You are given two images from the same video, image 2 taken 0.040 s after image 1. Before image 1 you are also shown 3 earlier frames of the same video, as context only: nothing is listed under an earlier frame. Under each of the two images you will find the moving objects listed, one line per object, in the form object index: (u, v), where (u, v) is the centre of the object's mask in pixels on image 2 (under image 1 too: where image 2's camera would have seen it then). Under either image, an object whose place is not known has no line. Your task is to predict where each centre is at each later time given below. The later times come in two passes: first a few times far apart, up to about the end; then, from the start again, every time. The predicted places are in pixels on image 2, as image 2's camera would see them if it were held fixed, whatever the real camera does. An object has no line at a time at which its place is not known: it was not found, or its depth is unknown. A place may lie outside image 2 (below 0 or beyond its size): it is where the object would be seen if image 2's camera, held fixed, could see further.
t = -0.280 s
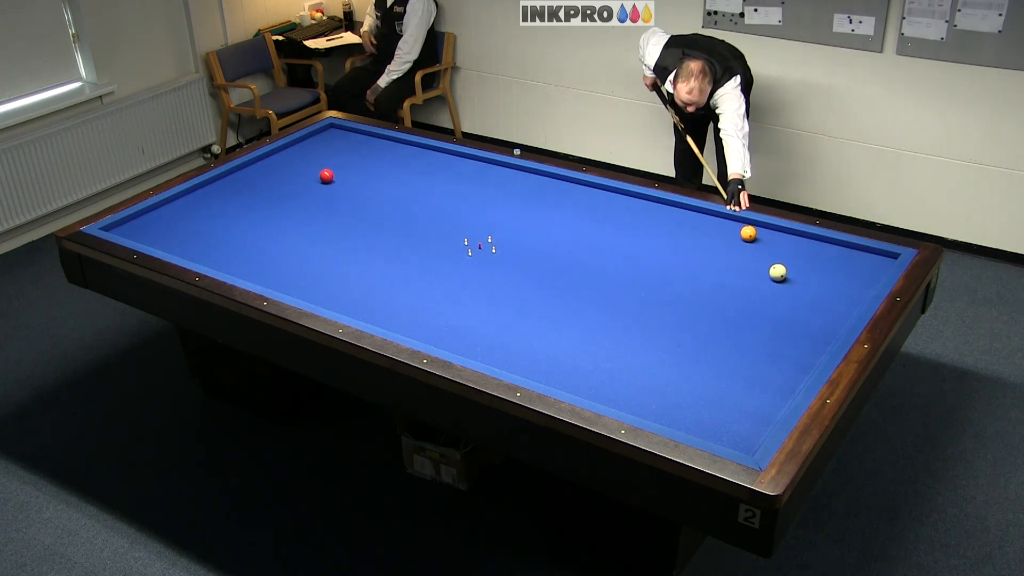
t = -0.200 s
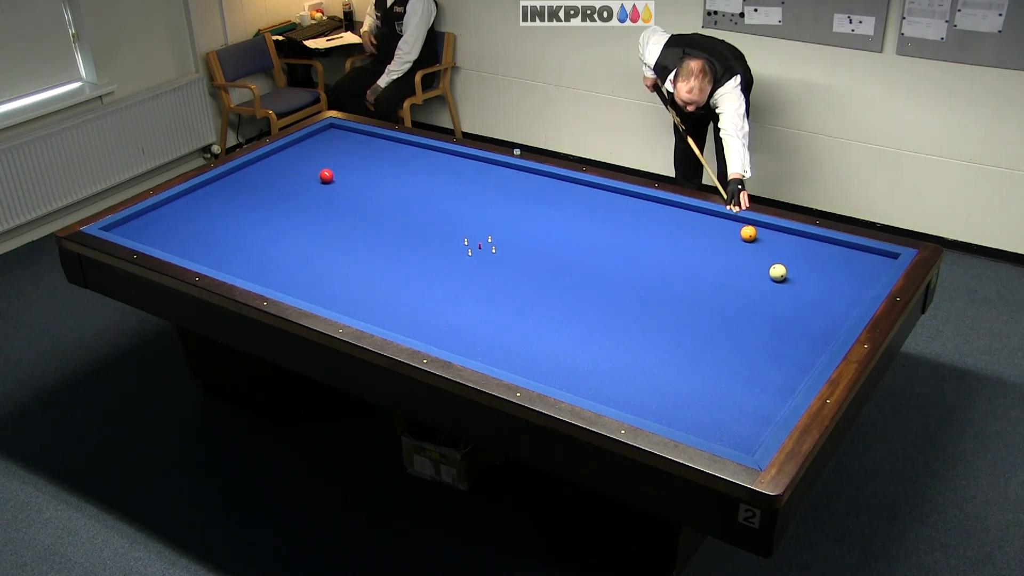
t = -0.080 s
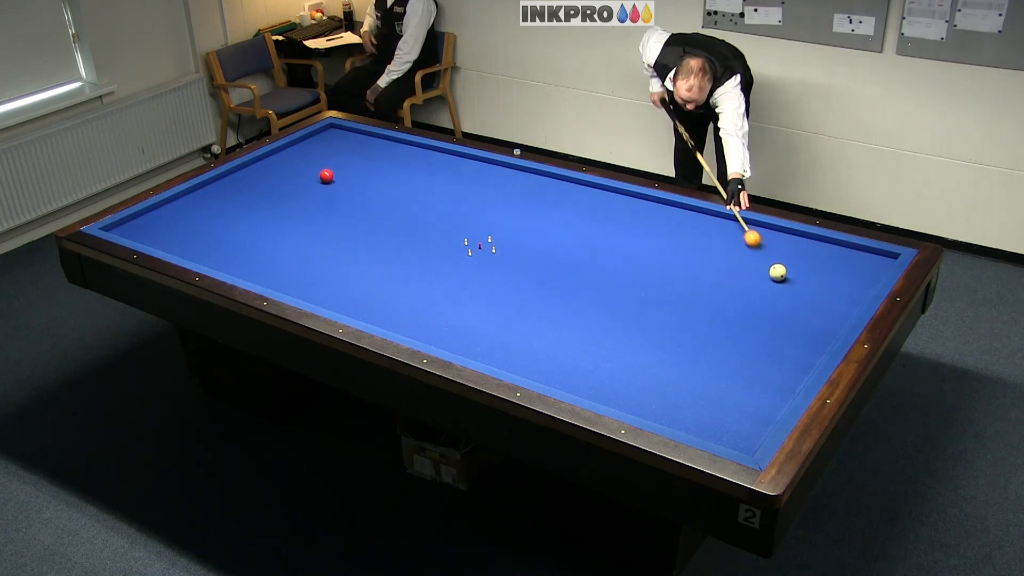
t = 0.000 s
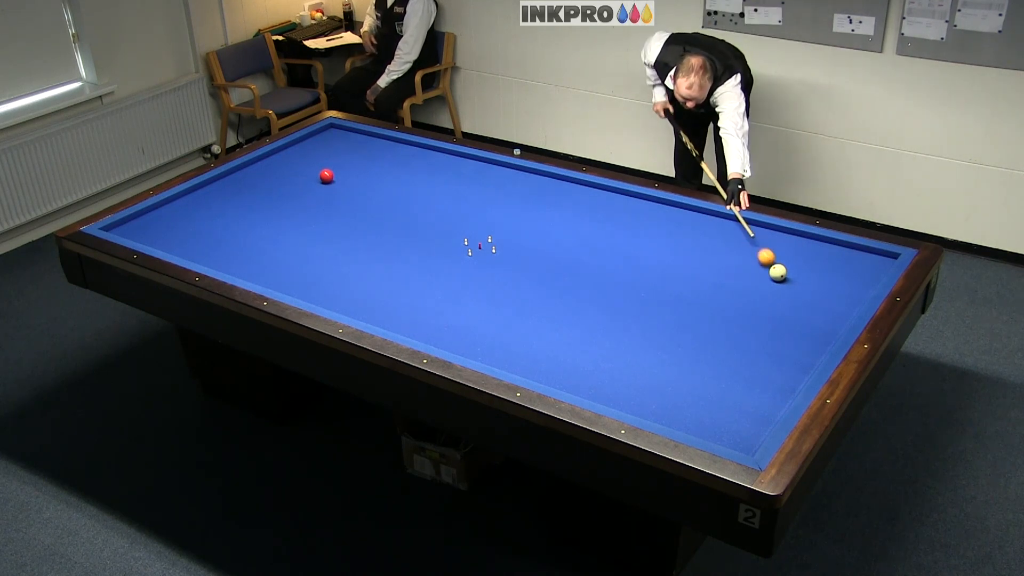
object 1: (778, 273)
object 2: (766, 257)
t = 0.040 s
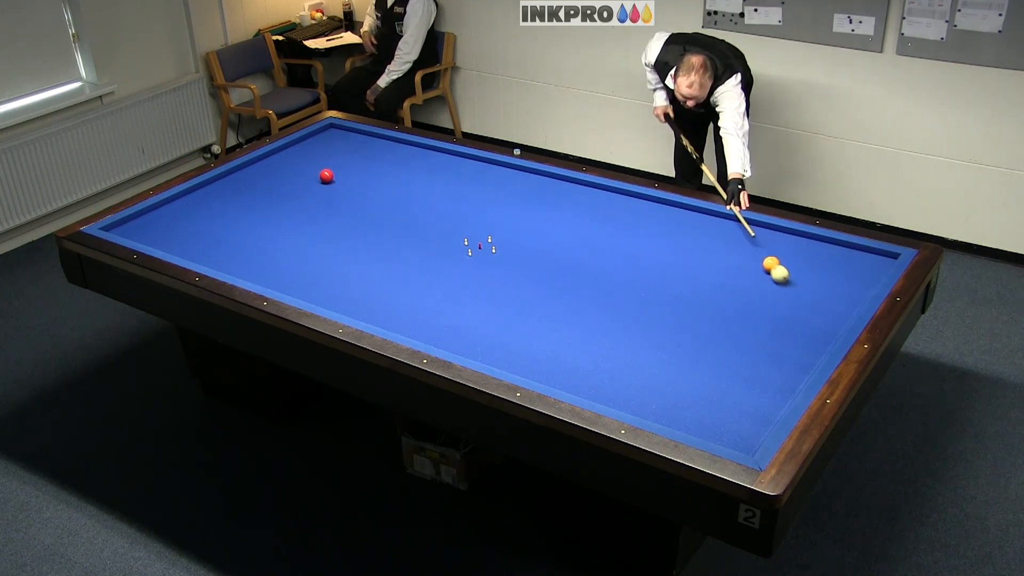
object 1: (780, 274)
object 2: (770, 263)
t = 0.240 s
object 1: (816, 317)
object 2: (770, 271)
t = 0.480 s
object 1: (803, 342)
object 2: (774, 285)
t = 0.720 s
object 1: (758, 353)
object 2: (778, 298)
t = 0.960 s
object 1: (713, 364)
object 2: (782, 312)
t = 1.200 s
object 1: (667, 376)
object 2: (786, 325)
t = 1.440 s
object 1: (620, 388)
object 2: (790, 339)
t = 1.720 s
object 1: (581, 386)
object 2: (794, 355)
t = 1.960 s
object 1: (569, 368)
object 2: (797, 369)
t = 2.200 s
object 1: (558, 350)
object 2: (796, 380)
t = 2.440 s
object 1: (547, 335)
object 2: (784, 388)
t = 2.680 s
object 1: (537, 320)
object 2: (772, 394)
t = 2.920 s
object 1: (528, 306)
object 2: (761, 400)
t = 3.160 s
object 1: (519, 293)
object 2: (750, 406)
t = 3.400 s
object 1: (512, 281)
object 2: (740, 412)
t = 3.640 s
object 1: (504, 270)
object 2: (730, 417)
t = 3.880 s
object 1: (498, 260)
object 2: (720, 422)
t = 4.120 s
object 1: (492, 250)
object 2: (712, 426)
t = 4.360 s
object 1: (486, 241)
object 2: (704, 429)
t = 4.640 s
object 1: (480, 232)
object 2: (697, 430)
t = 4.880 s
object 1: (475, 224)
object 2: (697, 428)
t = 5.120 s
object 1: (471, 217)
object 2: (697, 427)
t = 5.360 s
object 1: (466, 210)
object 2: (697, 426)
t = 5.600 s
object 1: (462, 204)
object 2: (697, 425)
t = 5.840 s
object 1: (459, 198)
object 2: (697, 424)
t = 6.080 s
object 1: (456, 193)
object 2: (696, 424)
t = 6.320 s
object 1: (453, 188)
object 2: (697, 424)
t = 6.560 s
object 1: (450, 183)
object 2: (696, 423)
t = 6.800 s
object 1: (448, 179)
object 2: (696, 422)
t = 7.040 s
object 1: (446, 175)
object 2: (696, 423)
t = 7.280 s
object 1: (444, 171)
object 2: (696, 423)
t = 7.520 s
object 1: (442, 168)
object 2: (696, 423)
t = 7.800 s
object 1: (440, 165)
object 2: (696, 423)
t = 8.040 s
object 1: (439, 162)
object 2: (696, 423)
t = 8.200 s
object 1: (438, 160)
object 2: (696, 423)
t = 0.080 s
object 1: (787, 283)
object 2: (770, 265)
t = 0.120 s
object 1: (795, 292)
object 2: (770, 266)
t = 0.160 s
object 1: (802, 301)
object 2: (770, 268)
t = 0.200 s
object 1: (809, 309)
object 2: (770, 269)
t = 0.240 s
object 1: (816, 317)
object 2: (770, 271)
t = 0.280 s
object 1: (823, 325)
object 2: (771, 273)
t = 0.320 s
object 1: (829, 332)
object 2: (772, 276)
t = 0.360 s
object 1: (828, 337)
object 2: (772, 278)
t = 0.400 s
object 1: (819, 338)
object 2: (773, 280)
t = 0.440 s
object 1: (811, 340)
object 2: (774, 282)
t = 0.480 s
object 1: (803, 342)
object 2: (774, 285)
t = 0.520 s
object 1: (796, 343)
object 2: (775, 287)
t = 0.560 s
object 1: (788, 345)
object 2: (776, 289)
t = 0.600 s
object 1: (781, 347)
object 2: (776, 291)
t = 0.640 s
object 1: (774, 349)
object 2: (777, 293)
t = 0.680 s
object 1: (766, 351)
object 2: (778, 295)
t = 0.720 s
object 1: (758, 353)
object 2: (778, 298)
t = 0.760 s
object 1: (751, 355)
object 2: (779, 300)
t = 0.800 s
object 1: (743, 357)
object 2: (780, 302)
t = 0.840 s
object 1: (736, 359)
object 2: (780, 305)
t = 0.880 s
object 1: (728, 361)
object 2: (781, 307)
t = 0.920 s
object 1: (720, 362)
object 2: (781, 309)
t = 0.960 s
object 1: (713, 364)
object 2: (782, 312)
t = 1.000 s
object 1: (705, 366)
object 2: (783, 314)
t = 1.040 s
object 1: (698, 368)
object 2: (783, 316)
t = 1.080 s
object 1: (690, 370)
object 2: (784, 318)
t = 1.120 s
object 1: (682, 372)
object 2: (785, 321)
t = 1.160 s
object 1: (674, 374)
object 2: (785, 323)
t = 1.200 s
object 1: (667, 376)
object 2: (786, 325)
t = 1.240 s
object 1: (659, 378)
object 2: (787, 327)
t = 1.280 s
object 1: (651, 380)
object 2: (787, 330)
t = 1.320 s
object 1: (644, 382)
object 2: (788, 332)
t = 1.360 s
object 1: (636, 384)
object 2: (789, 334)
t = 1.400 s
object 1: (628, 386)
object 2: (789, 337)
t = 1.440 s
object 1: (620, 388)
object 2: (790, 339)
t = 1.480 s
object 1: (612, 390)
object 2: (790, 341)
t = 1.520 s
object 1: (604, 391)
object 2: (791, 343)
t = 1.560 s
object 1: (597, 392)
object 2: (792, 346)
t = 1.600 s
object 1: (589, 393)
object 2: (792, 348)
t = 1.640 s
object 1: (586, 391)
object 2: (793, 350)
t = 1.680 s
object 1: (584, 389)
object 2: (793, 353)
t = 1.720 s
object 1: (581, 386)
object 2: (794, 355)
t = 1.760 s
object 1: (579, 383)
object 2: (795, 357)
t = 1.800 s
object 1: (577, 380)
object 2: (795, 360)
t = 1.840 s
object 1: (575, 377)
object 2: (796, 362)
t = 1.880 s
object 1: (573, 374)
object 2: (796, 364)
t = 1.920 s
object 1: (571, 371)
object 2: (797, 367)
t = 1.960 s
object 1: (569, 368)
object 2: (797, 369)
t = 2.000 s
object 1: (567, 365)
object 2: (798, 371)
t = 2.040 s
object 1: (565, 362)
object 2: (798, 374)
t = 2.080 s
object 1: (563, 359)
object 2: (799, 376)
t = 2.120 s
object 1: (561, 356)
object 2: (799, 378)
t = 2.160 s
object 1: (559, 353)
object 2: (798, 379)
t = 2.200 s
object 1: (558, 350)
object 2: (796, 380)
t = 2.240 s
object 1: (556, 348)
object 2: (794, 382)
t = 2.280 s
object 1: (554, 345)
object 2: (792, 383)
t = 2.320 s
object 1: (552, 342)
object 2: (790, 384)
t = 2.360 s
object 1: (550, 340)
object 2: (788, 385)
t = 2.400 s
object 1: (548, 337)
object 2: (786, 386)
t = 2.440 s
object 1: (547, 335)
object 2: (784, 388)
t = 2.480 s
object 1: (545, 332)
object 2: (782, 388)
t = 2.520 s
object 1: (544, 329)
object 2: (780, 390)
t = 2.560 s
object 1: (542, 327)
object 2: (778, 391)
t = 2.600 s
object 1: (540, 324)
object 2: (776, 392)
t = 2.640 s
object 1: (538, 322)
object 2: (774, 393)
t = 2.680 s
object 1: (537, 320)
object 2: (772, 394)
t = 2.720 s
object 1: (535, 317)
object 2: (770, 395)
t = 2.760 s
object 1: (534, 315)
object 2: (768, 396)
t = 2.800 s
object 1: (532, 313)
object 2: (766, 397)
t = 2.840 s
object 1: (531, 310)
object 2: (764, 398)
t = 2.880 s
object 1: (529, 308)
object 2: (763, 399)
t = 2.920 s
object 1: (528, 306)
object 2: (761, 400)
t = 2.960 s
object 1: (526, 304)
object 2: (759, 401)
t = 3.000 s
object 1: (525, 302)
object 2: (757, 402)
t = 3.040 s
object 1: (523, 299)
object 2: (755, 403)
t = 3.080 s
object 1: (522, 297)
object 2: (753, 404)
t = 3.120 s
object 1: (520, 295)
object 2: (752, 405)
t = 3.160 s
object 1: (519, 293)
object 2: (750, 406)
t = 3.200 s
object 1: (518, 291)
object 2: (748, 407)
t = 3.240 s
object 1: (517, 289)
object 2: (746, 408)
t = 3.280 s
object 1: (515, 287)
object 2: (745, 409)
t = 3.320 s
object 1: (514, 285)
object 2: (743, 410)
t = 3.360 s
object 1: (513, 283)
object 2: (741, 411)
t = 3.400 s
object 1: (512, 281)
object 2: (740, 412)
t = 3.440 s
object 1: (510, 279)
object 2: (738, 413)
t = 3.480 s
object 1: (509, 277)
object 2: (736, 414)
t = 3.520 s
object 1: (508, 276)
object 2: (735, 415)
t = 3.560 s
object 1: (507, 274)
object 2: (733, 415)
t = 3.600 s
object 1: (505, 272)
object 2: (731, 416)
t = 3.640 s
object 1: (504, 270)
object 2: (730, 417)
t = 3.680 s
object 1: (503, 268)
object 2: (728, 418)
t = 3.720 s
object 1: (502, 267)
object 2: (726, 419)
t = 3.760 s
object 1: (501, 265)
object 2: (725, 419)
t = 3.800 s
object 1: (500, 263)
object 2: (723, 420)
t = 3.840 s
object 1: (499, 261)
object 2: (722, 421)
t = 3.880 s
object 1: (498, 260)
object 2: (720, 422)
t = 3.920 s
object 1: (497, 258)
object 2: (719, 422)
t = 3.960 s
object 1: (496, 256)
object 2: (717, 423)
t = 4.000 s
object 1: (495, 255)
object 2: (716, 424)
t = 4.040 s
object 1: (494, 253)
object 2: (714, 425)
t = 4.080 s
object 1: (493, 252)
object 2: (713, 425)
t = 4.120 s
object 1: (492, 250)
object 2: (712, 426)
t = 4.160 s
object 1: (491, 248)
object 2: (710, 427)
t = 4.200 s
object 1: (489, 247)
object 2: (709, 427)
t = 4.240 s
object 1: (489, 245)
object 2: (707, 428)
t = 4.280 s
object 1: (488, 244)
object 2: (706, 428)
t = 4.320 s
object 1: (487, 242)
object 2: (705, 429)
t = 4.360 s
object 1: (486, 241)
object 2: (704, 429)
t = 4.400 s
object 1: (485, 240)
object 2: (703, 430)
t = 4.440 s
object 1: (484, 238)
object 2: (701, 430)
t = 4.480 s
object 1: (484, 237)
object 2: (700, 430)
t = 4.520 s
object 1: (483, 235)
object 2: (699, 430)
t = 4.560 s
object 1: (482, 234)
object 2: (698, 430)
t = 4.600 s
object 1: (481, 233)
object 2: (698, 430)
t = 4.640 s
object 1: (480, 232)
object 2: (697, 430)
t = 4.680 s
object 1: (479, 231)
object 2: (697, 430)
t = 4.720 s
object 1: (478, 229)
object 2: (697, 429)
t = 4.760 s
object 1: (478, 228)
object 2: (697, 429)
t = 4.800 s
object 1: (477, 227)
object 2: (697, 429)
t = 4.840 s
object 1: (476, 225)
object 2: (697, 429)
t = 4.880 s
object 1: (475, 224)
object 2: (697, 428)
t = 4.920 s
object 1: (474, 223)
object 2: (697, 428)
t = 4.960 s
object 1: (474, 222)
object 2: (697, 428)
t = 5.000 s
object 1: (473, 220)
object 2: (697, 428)
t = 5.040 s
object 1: (472, 219)
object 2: (697, 427)
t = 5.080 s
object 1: (471, 218)
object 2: (697, 427)
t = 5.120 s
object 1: (471, 217)
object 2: (697, 427)
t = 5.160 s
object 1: (470, 216)
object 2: (697, 427)
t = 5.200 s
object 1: (469, 215)
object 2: (697, 426)
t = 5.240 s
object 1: (468, 214)
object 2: (697, 426)
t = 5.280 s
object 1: (468, 212)
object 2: (697, 426)
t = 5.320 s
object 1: (467, 211)
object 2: (697, 426)
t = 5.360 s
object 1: (466, 210)
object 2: (697, 426)
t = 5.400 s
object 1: (466, 209)
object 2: (697, 426)
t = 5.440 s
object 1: (465, 208)
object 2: (697, 425)
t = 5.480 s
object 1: (465, 207)
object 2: (697, 425)
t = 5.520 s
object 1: (464, 206)
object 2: (697, 425)
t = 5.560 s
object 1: (463, 205)
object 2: (697, 425)
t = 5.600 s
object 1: (462, 204)
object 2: (697, 425)
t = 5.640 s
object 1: (462, 203)
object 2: (697, 425)
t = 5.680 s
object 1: (461, 202)
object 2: (697, 425)
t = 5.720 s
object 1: (461, 201)
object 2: (697, 424)
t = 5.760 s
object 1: (460, 200)
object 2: (697, 424)
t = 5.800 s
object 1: (460, 199)
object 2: (697, 424)
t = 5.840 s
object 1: (459, 198)
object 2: (697, 424)
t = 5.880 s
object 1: (459, 197)
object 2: (696, 424)
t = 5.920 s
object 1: (458, 196)
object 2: (696, 424)
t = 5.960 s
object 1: (458, 195)
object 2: (696, 424)
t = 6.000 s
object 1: (457, 194)
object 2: (696, 424)
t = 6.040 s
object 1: (457, 194)
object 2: (696, 424)
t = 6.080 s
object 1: (456, 193)
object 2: (696, 424)
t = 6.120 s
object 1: (455, 192)
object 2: (696, 424)
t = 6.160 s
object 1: (455, 191)
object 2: (696, 424)
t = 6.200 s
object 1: (454, 190)
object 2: (696, 424)
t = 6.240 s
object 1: (454, 190)
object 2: (696, 424)
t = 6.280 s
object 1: (453, 189)
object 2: (696, 424)
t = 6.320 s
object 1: (453, 188)
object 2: (697, 424)
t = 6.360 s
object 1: (452, 187)
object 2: (696, 423)
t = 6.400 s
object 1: (452, 186)
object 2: (696, 423)
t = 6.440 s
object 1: (451, 185)
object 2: (696, 423)
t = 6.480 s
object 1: (451, 185)
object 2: (696, 423)
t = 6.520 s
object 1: (451, 184)
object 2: (696, 423)
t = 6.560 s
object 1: (450, 183)
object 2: (696, 423)
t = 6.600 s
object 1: (450, 182)
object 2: (696, 422)
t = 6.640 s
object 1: (449, 182)
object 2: (696, 422)
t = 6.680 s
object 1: (449, 181)
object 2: (696, 422)
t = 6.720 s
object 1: (449, 180)
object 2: (696, 422)
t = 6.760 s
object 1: (448, 180)
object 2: (696, 422)
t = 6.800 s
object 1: (448, 179)
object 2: (696, 422)
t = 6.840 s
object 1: (448, 178)
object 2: (696, 422)
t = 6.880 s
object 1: (447, 178)
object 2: (696, 422)
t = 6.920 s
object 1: (447, 177)
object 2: (696, 422)
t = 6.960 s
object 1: (446, 176)
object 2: (696, 422)
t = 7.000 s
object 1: (446, 176)
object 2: (696, 422)
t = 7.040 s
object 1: (446, 175)
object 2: (696, 423)
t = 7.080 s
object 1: (445, 174)
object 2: (696, 423)
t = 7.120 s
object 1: (445, 174)
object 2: (696, 423)
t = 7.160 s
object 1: (445, 173)
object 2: (696, 423)
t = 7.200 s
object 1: (444, 173)
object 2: (696, 423)
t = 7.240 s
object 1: (444, 172)
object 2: (696, 423)
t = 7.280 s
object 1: (444, 171)
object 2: (696, 423)
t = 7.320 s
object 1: (443, 171)
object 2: (696, 423)
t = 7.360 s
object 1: (443, 170)
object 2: (696, 423)
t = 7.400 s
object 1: (443, 170)
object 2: (696, 423)
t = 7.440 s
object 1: (442, 169)
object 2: (696, 423)
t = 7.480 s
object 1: (442, 169)
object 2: (696, 423)
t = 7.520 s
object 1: (442, 168)
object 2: (696, 423)
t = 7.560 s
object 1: (441, 168)
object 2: (696, 423)
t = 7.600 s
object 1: (441, 167)
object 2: (696, 423)
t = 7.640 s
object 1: (441, 167)
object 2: (696, 423)
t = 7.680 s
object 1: (441, 166)
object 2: (696, 423)
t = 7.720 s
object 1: (440, 166)
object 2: (696, 423)
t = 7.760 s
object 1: (440, 165)
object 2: (696, 423)
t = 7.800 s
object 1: (440, 165)
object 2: (696, 423)
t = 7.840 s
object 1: (440, 164)
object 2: (696, 423)
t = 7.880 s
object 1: (439, 164)
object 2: (696, 423)
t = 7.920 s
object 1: (439, 163)
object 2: (696, 423)
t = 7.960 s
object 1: (439, 163)
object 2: (696, 423)
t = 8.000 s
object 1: (439, 162)
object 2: (696, 423)
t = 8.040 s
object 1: (439, 162)
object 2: (696, 423)
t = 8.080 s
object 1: (438, 161)
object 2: (696, 423)
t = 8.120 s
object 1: (438, 161)
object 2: (696, 423)
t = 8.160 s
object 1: (438, 161)
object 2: (696, 423)
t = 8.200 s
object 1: (438, 160)
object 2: (696, 423)
